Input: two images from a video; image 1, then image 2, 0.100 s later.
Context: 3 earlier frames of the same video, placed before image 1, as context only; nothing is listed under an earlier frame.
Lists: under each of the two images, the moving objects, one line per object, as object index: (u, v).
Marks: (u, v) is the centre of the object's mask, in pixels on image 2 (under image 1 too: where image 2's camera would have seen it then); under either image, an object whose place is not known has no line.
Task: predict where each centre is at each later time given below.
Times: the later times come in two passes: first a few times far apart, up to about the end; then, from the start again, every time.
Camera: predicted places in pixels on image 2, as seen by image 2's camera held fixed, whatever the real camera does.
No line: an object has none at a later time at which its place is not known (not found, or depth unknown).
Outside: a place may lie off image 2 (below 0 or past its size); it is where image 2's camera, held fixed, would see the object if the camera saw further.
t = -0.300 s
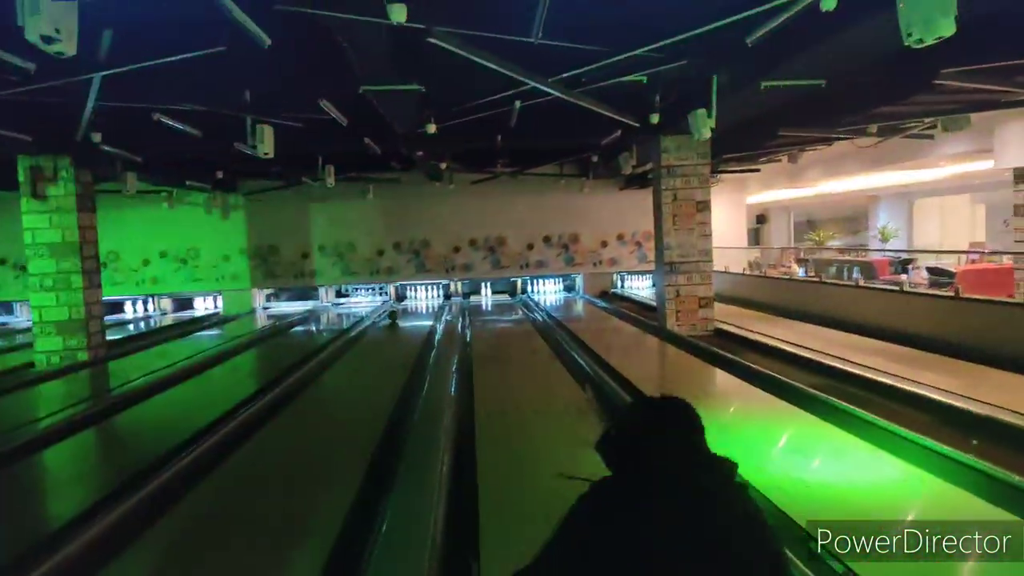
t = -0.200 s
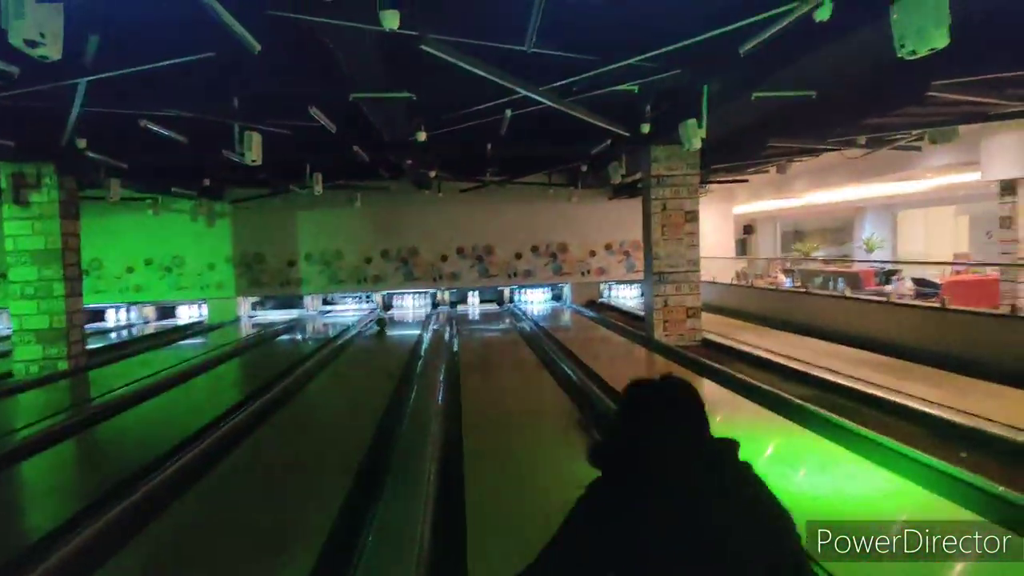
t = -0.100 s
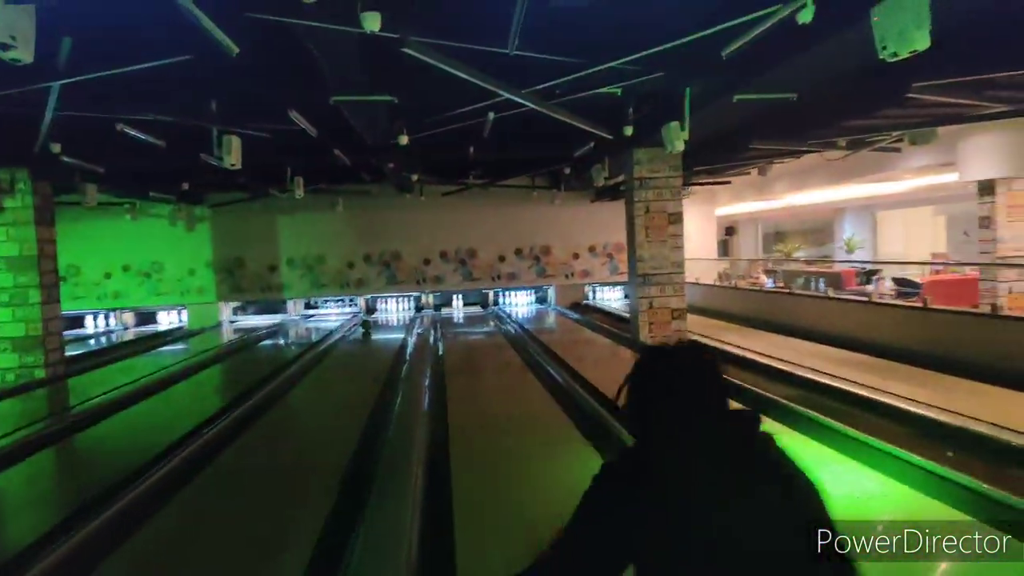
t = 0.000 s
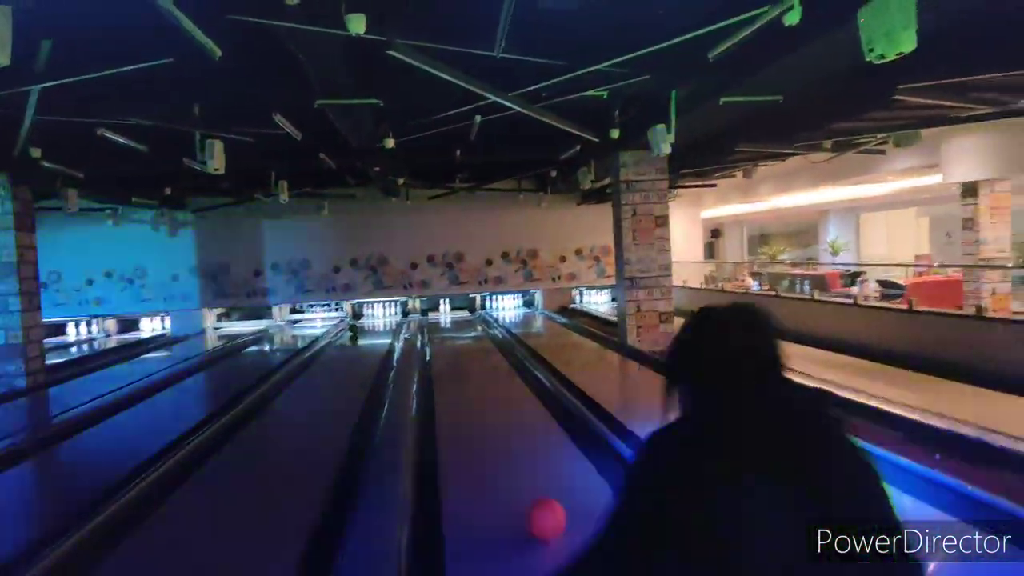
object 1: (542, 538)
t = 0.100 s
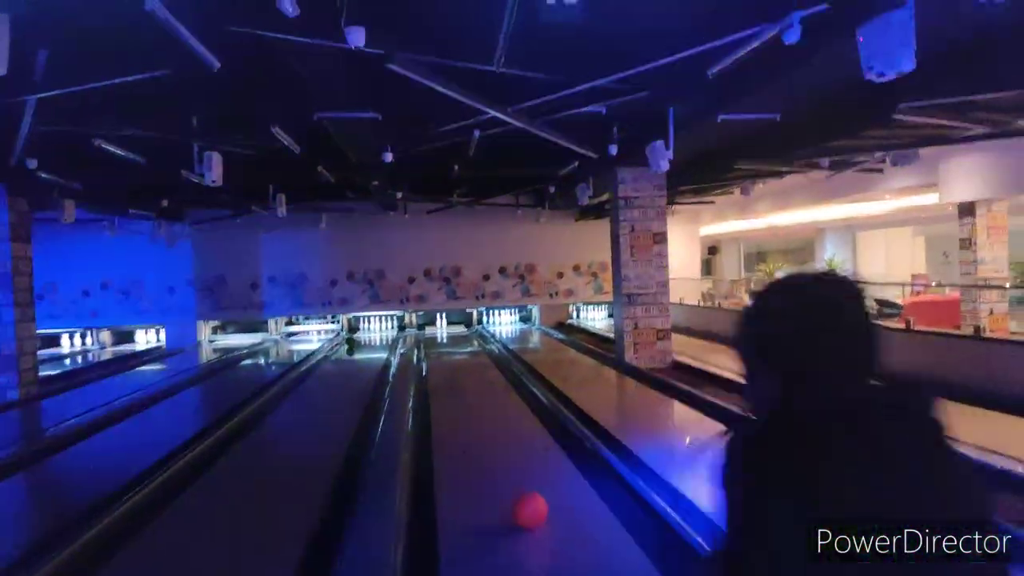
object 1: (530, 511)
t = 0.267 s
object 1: (513, 475)
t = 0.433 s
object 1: (505, 448)
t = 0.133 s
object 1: (525, 504)
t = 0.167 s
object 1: (521, 497)
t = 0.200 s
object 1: (517, 489)
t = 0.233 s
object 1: (516, 482)
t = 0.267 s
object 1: (513, 475)
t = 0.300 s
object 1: (510, 469)
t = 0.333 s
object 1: (507, 465)
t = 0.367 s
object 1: (505, 460)
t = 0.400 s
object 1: (505, 454)
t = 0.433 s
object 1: (505, 448)
